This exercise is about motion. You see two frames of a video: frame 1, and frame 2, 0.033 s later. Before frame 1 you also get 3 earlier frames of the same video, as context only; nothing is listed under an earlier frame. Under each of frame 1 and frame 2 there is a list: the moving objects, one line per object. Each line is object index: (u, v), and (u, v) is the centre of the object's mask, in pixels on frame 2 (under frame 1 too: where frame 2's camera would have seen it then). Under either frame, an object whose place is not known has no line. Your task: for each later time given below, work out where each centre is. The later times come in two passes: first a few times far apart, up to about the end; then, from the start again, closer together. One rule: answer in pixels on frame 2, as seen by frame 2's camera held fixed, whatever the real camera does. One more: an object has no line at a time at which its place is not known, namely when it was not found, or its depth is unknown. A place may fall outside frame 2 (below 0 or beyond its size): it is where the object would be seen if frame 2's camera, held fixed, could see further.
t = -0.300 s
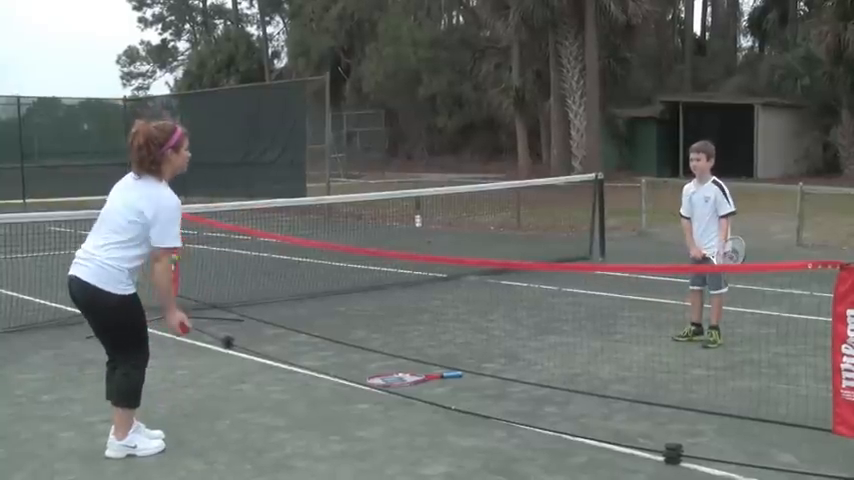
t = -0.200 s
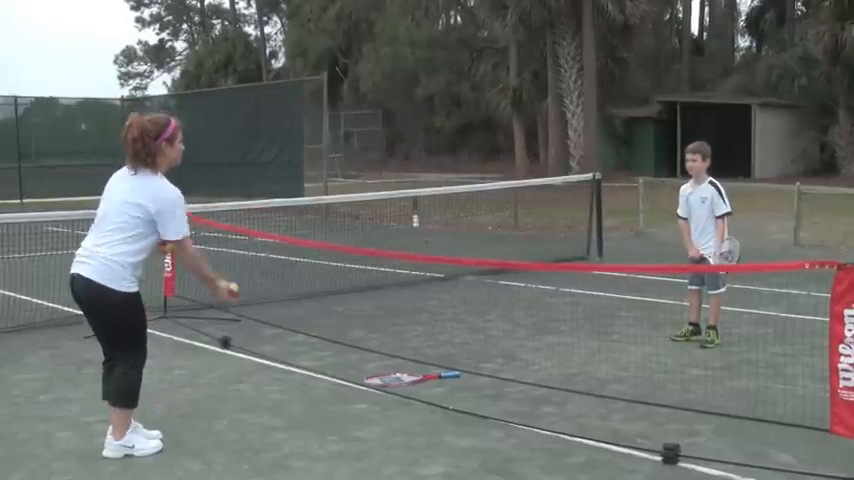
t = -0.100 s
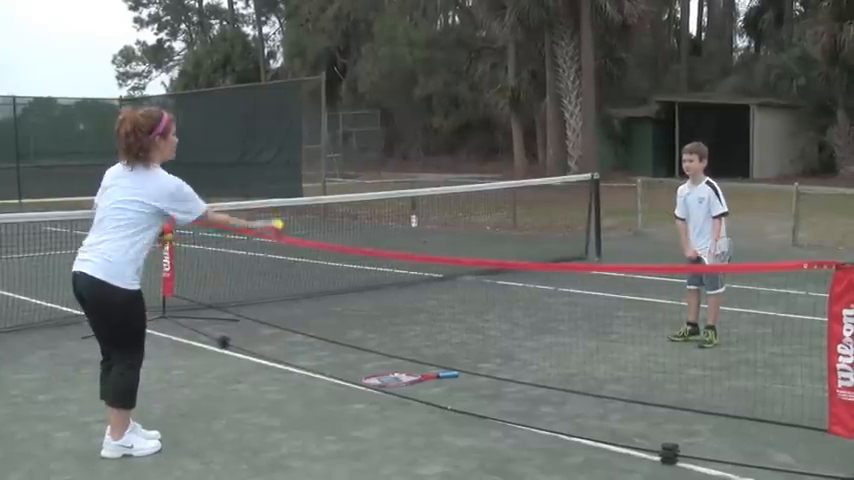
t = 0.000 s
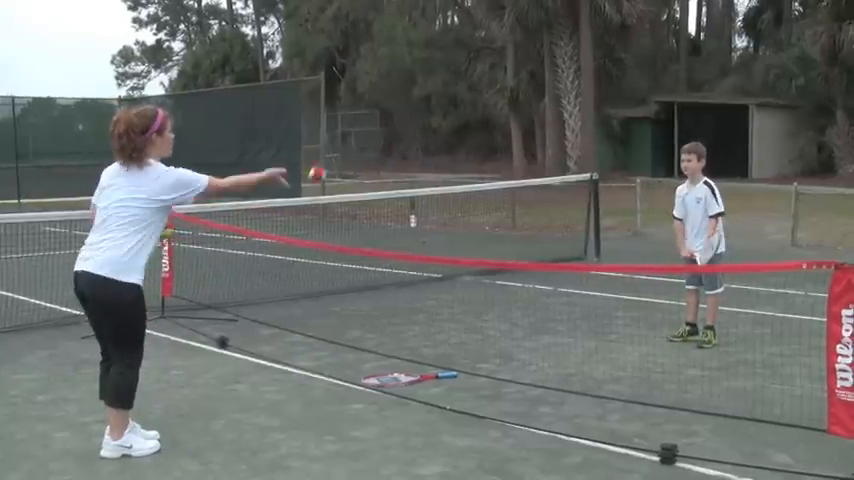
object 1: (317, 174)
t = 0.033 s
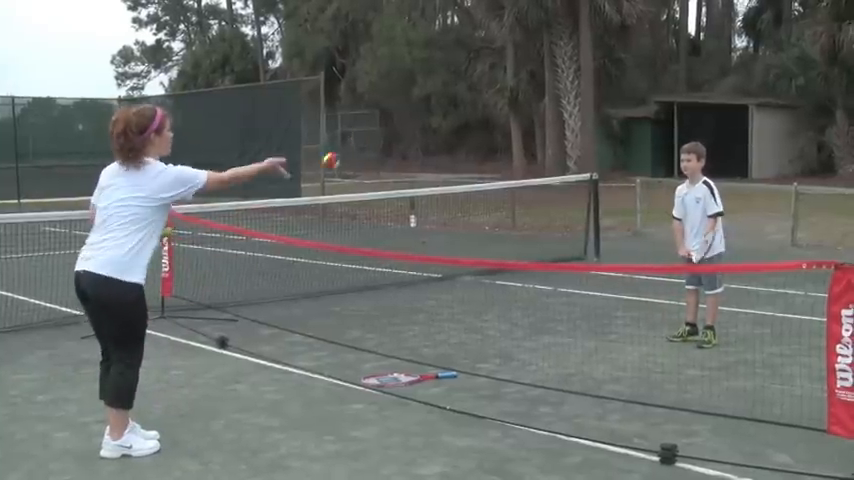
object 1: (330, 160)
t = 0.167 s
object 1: (384, 131)
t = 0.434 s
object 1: (479, 170)
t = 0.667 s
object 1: (551, 292)
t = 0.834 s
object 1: (587, 320)
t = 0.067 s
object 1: (344, 149)
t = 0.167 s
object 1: (384, 131)
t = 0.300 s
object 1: (433, 134)
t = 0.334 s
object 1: (445, 141)
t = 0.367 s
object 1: (457, 149)
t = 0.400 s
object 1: (468, 159)
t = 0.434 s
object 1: (479, 170)
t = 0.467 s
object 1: (491, 183)
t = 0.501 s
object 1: (500, 198)
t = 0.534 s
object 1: (510, 214)
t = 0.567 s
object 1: (520, 231)
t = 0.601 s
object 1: (531, 249)
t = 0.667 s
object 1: (551, 292)
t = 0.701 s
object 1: (559, 316)
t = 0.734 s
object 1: (567, 340)
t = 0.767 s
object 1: (577, 357)
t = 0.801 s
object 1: (583, 336)
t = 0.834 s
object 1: (587, 320)
